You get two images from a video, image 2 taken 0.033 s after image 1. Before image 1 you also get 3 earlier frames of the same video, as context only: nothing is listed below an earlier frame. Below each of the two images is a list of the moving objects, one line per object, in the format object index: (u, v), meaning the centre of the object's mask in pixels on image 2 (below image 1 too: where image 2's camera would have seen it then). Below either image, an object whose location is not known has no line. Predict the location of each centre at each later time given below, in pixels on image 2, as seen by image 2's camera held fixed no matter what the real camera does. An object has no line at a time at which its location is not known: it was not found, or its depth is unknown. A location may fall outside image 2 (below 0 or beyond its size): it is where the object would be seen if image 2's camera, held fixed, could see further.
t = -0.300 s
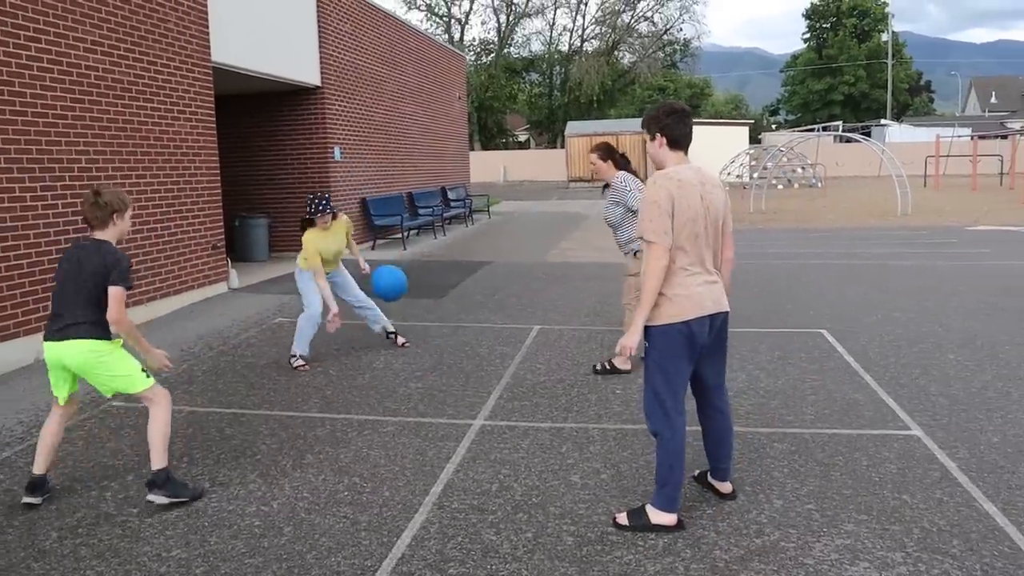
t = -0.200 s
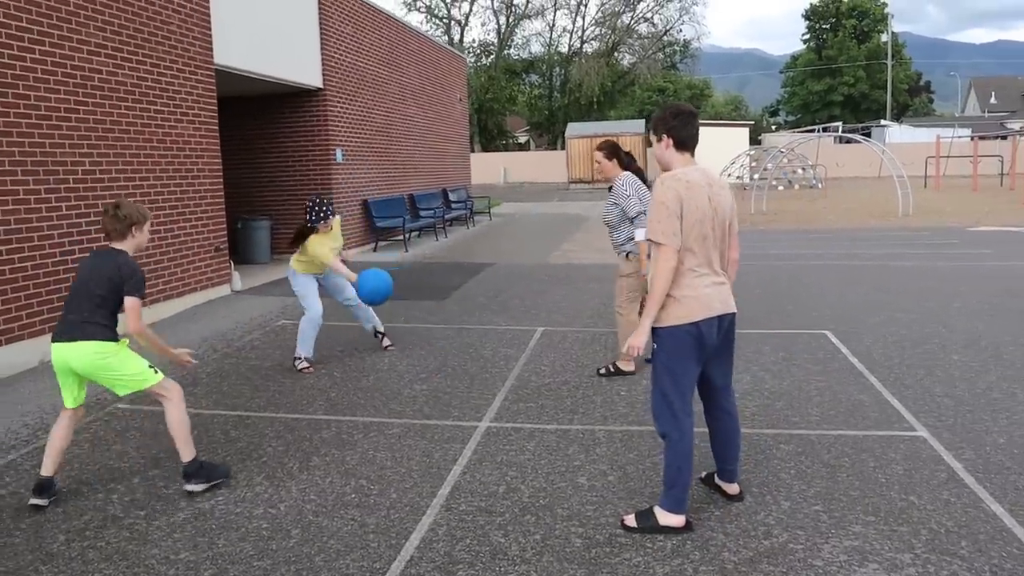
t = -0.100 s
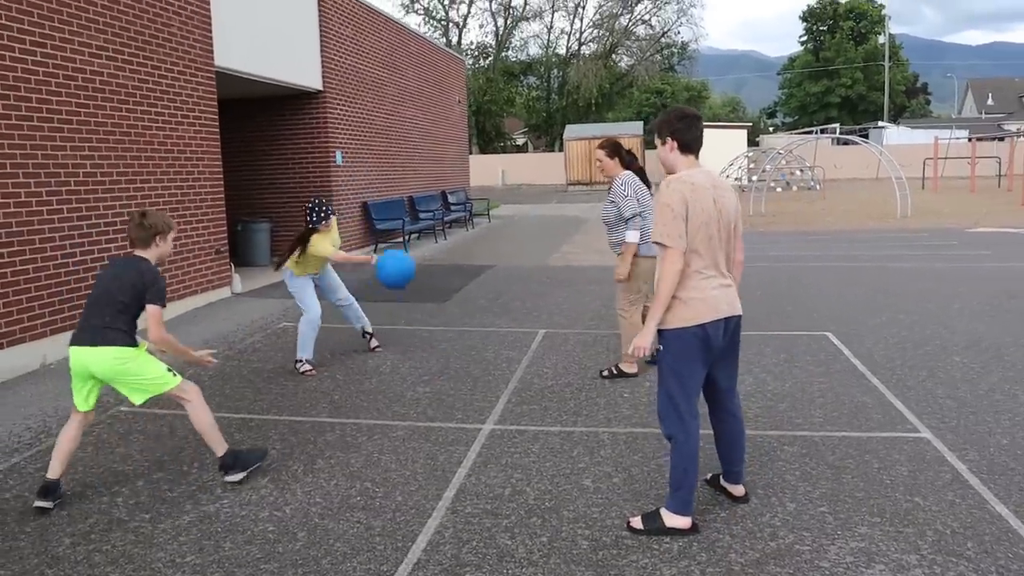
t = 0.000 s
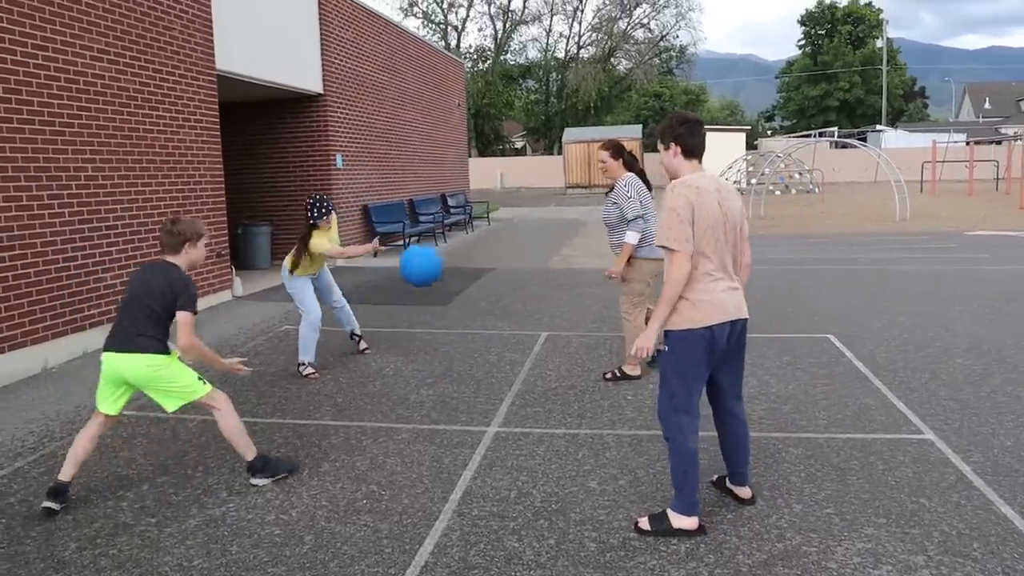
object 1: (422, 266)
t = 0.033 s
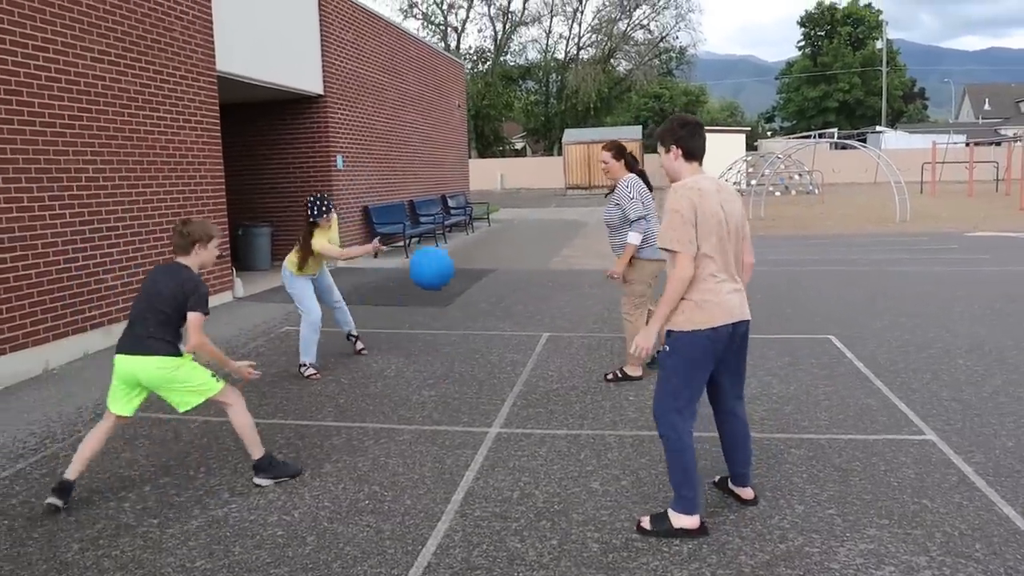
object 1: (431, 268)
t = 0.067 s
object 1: (441, 271)
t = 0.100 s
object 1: (450, 277)
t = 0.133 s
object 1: (460, 285)
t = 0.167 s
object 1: (470, 296)
